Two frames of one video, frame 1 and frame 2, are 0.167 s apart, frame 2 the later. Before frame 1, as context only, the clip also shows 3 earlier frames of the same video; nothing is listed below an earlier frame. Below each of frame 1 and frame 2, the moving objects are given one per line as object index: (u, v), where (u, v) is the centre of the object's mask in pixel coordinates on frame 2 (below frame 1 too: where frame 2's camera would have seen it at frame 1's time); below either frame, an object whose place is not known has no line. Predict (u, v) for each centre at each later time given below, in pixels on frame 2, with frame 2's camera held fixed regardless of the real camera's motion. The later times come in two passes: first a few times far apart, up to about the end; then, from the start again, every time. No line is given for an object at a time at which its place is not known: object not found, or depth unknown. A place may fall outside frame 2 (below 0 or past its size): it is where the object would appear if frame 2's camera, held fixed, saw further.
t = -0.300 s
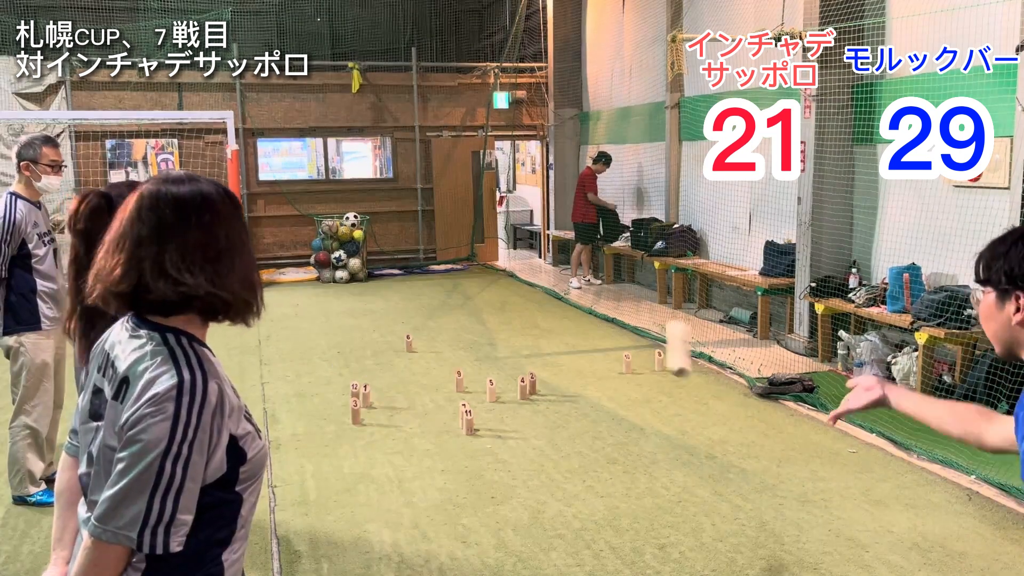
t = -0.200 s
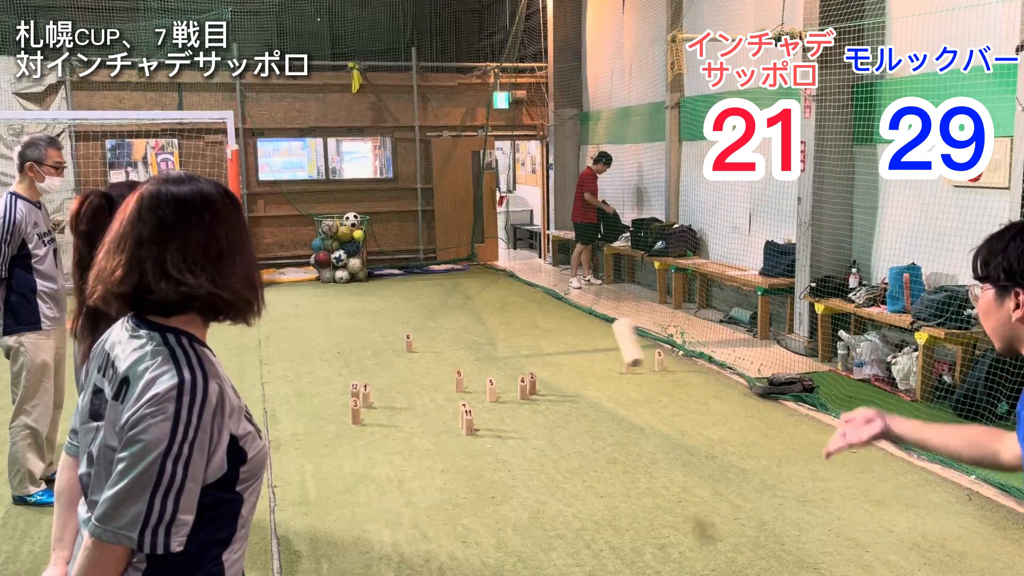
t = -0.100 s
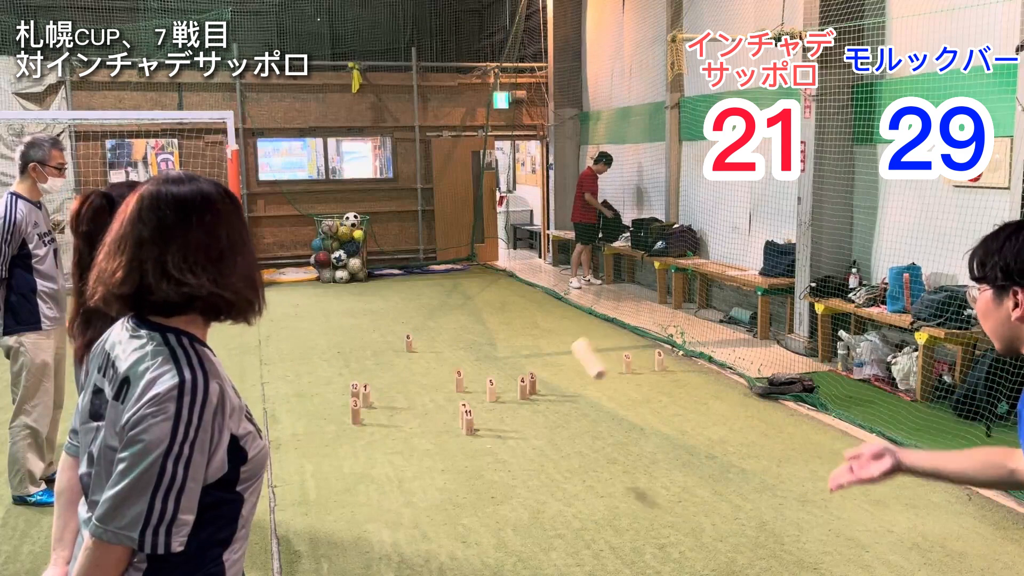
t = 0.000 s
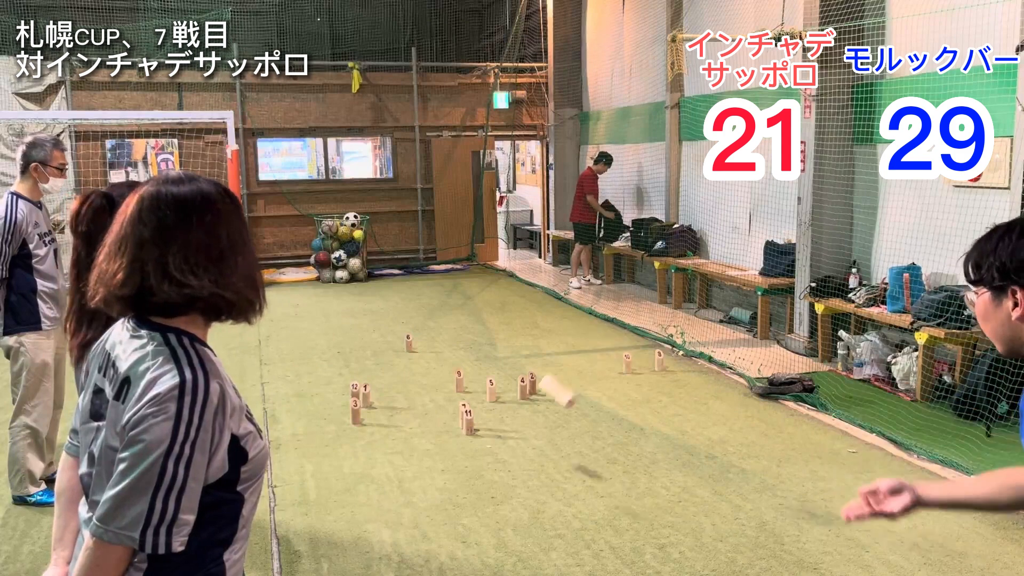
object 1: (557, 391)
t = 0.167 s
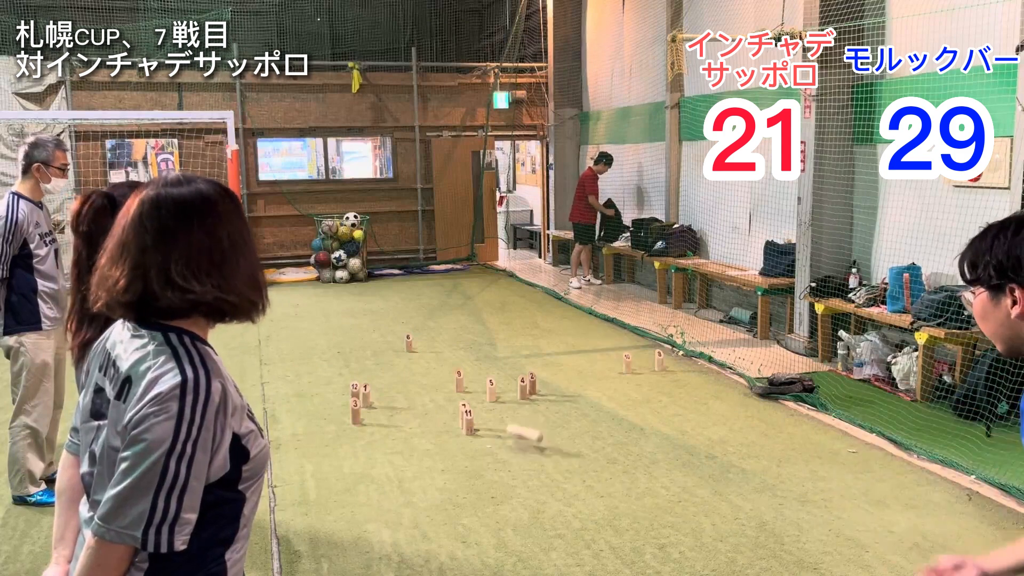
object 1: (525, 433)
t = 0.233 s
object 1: (521, 420)
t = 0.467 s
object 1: (512, 420)
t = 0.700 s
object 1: (512, 407)
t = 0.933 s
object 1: (514, 396)
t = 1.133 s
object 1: (517, 394)
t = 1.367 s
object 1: (517, 394)
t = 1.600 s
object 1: (517, 394)
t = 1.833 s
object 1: (517, 394)
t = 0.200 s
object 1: (523, 425)
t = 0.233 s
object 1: (521, 420)
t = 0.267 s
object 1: (520, 416)
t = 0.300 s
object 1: (518, 414)
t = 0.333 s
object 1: (518, 414)
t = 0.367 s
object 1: (516, 416)
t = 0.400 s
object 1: (515, 419)
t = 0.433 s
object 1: (513, 421)
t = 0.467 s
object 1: (512, 420)
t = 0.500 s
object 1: (511, 417)
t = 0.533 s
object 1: (511, 416)
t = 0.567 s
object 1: (511, 414)
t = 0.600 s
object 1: (512, 412)
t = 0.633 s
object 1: (512, 411)
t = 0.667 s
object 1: (512, 409)
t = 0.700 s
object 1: (512, 407)
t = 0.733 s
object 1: (513, 405)
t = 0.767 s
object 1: (513, 403)
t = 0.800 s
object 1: (513, 402)
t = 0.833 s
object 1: (514, 400)
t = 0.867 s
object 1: (514, 398)
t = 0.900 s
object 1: (514, 397)
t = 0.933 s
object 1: (514, 396)
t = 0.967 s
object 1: (515, 395)
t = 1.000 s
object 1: (515, 395)
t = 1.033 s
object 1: (516, 394)
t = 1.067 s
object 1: (517, 394)
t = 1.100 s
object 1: (517, 394)
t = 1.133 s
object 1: (517, 394)
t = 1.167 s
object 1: (517, 394)
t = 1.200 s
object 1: (517, 394)
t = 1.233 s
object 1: (517, 394)
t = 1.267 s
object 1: (517, 394)
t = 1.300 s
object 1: (517, 394)
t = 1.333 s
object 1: (517, 394)
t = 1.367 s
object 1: (517, 394)
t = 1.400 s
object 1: (517, 394)
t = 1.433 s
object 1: (517, 394)
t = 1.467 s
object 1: (517, 394)
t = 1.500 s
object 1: (517, 394)
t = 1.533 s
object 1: (517, 394)
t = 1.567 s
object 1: (517, 394)
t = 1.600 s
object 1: (517, 394)
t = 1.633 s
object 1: (517, 394)
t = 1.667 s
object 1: (517, 394)
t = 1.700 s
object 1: (517, 394)
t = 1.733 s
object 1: (517, 394)
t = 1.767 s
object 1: (517, 394)
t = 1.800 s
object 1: (517, 394)
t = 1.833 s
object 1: (517, 394)
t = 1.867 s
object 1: (517, 394)
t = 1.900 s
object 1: (517, 394)
